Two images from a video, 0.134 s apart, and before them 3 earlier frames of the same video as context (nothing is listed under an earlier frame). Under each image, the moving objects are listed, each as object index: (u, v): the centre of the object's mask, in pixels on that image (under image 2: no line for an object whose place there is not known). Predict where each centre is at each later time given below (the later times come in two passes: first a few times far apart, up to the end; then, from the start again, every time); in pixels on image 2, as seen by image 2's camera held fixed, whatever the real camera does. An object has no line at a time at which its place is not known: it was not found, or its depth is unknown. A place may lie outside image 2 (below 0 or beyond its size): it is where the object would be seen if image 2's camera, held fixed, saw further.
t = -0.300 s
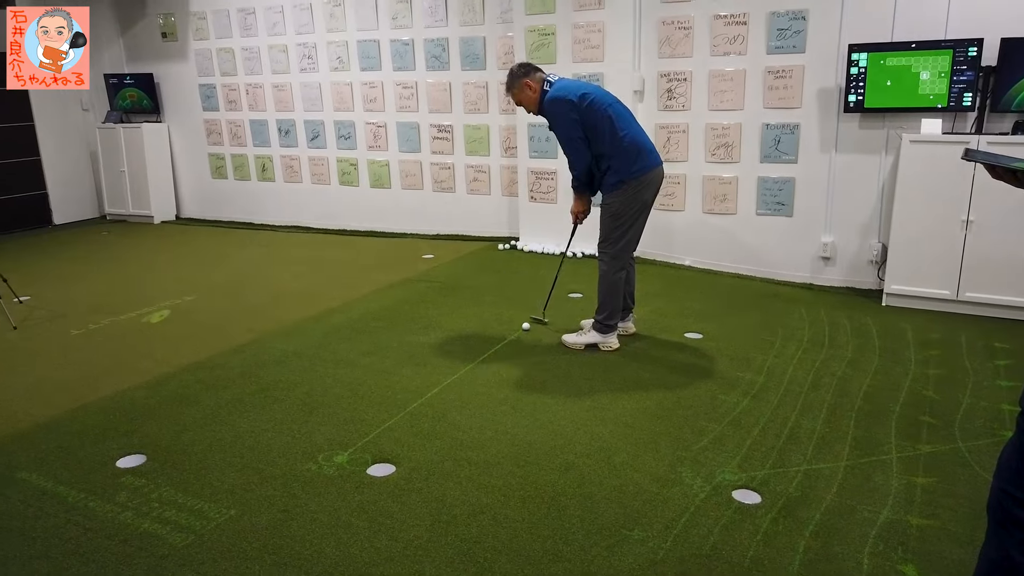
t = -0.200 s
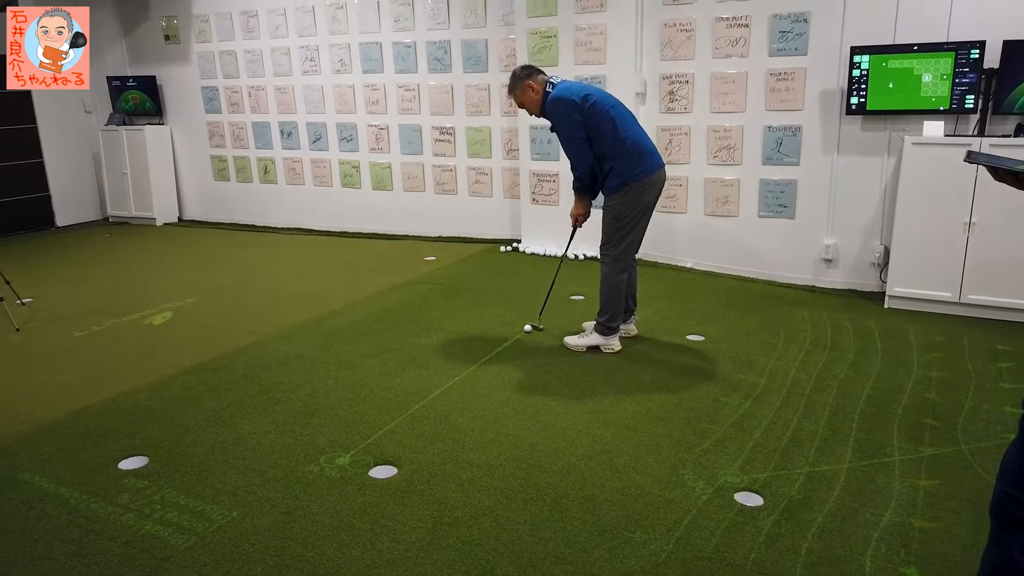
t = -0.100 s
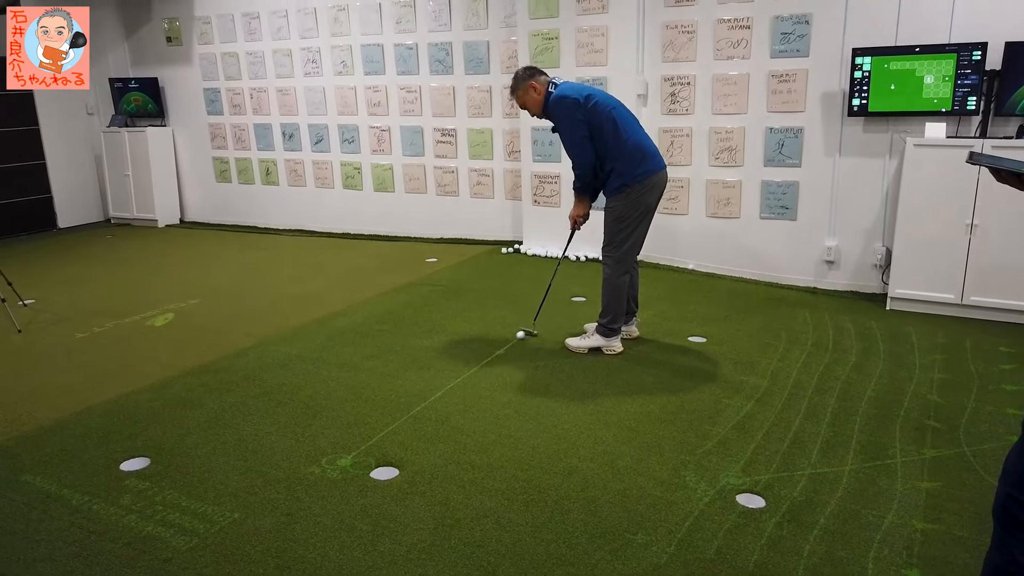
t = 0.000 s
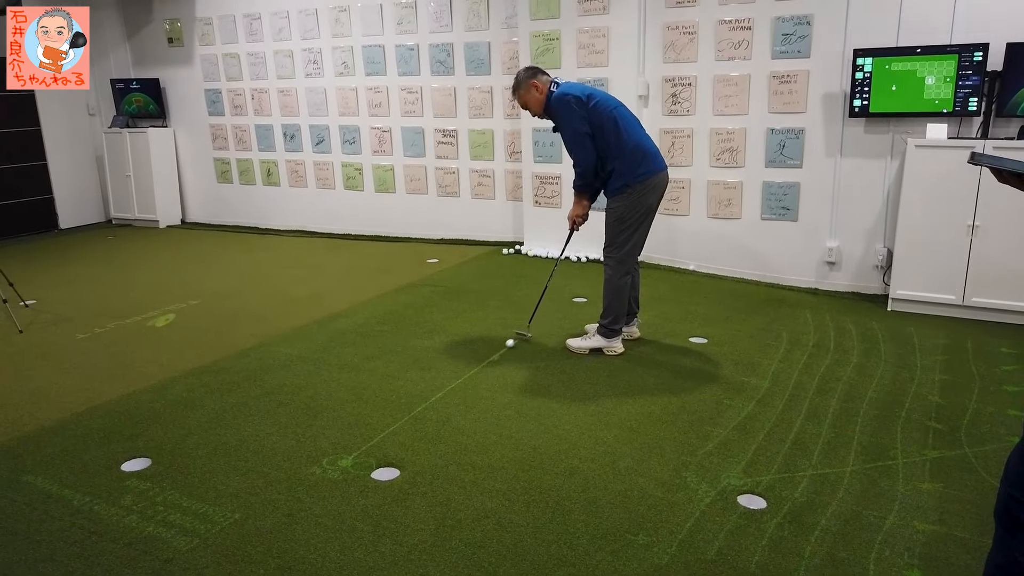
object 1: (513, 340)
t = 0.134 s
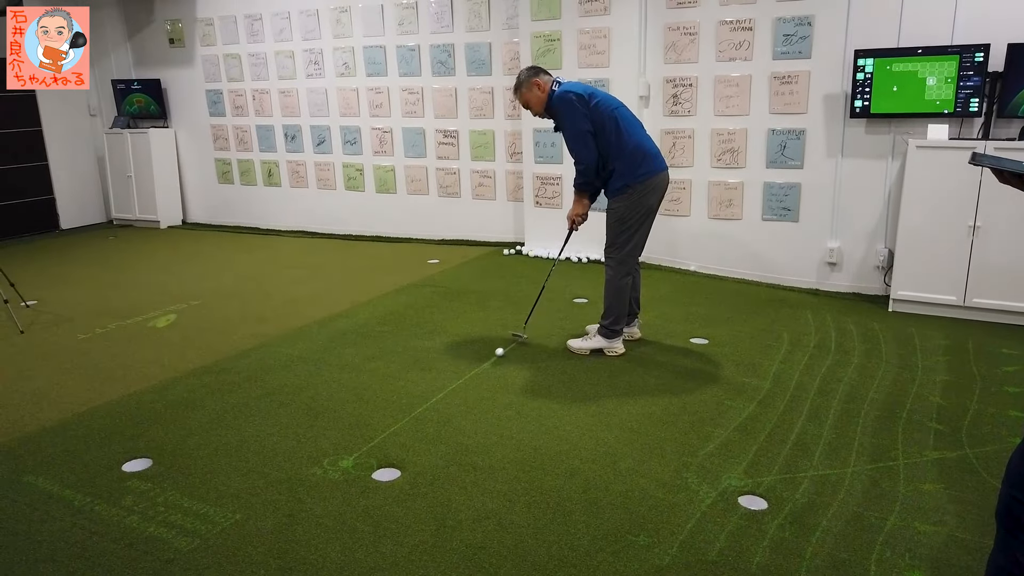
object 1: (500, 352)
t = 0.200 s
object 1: (493, 357)
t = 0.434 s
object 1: (473, 372)
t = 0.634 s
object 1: (457, 387)
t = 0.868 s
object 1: (440, 405)
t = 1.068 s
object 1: (427, 422)
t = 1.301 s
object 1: (413, 441)
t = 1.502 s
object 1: (403, 460)
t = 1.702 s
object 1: (379, 476)
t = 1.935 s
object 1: (352, 483)
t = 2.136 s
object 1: (334, 490)
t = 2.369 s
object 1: (319, 498)
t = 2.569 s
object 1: (313, 503)
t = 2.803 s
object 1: (311, 509)
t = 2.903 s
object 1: (310, 511)
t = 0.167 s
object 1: (496, 354)
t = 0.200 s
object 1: (493, 357)
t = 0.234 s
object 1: (491, 358)
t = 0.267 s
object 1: (487, 361)
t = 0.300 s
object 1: (484, 364)
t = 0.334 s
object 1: (482, 365)
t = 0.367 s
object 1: (478, 368)
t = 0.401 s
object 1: (475, 371)
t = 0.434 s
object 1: (473, 372)
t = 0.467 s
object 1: (470, 375)
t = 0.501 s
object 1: (466, 378)
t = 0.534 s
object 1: (465, 380)
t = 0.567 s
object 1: (462, 383)
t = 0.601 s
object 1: (458, 386)
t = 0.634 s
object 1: (457, 387)
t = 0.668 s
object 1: (454, 390)
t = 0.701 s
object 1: (451, 393)
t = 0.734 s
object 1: (449, 394)
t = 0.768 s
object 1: (447, 397)
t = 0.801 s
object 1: (444, 400)
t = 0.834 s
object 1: (442, 402)
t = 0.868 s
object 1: (440, 405)
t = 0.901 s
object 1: (437, 408)
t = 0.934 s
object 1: (436, 410)
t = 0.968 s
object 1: (434, 413)
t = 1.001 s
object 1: (431, 416)
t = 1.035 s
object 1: (430, 418)
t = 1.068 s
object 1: (427, 422)
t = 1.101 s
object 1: (425, 425)
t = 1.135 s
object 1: (423, 426)
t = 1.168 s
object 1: (421, 430)
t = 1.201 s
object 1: (419, 433)
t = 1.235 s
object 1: (417, 435)
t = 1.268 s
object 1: (415, 438)
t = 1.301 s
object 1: (413, 441)
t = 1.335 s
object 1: (411, 443)
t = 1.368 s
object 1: (410, 447)
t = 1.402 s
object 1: (408, 450)
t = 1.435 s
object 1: (407, 452)
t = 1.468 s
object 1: (405, 456)
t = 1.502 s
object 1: (403, 460)
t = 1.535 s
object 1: (402, 462)
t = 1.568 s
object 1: (400, 467)
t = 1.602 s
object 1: (396, 471)
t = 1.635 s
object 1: (394, 472)
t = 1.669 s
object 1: (386, 474)
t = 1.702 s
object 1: (379, 476)
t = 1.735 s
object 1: (377, 476)
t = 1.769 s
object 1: (372, 477)
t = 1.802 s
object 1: (366, 479)
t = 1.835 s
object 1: (364, 479)
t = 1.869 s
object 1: (359, 481)
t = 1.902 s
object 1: (355, 482)
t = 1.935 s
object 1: (352, 483)
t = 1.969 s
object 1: (348, 485)
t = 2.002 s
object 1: (344, 486)
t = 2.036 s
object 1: (343, 486)
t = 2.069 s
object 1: (339, 488)
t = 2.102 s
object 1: (336, 489)
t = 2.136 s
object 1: (334, 490)
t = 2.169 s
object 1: (331, 491)
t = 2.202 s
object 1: (328, 492)
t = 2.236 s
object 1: (326, 493)
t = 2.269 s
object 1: (324, 494)
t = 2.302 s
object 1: (322, 495)
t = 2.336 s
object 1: (320, 497)
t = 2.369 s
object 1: (319, 498)
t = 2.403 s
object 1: (318, 499)
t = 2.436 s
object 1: (316, 500)
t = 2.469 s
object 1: (316, 500)
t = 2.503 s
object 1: (314, 502)
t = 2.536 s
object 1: (313, 503)
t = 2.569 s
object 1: (313, 503)
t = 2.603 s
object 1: (313, 504)
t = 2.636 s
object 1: (312, 505)
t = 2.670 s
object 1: (312, 506)
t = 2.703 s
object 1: (312, 507)
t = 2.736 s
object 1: (312, 508)
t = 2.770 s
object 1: (311, 508)
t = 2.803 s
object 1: (311, 509)
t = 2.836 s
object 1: (310, 510)
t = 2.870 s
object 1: (310, 510)
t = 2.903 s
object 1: (310, 511)
